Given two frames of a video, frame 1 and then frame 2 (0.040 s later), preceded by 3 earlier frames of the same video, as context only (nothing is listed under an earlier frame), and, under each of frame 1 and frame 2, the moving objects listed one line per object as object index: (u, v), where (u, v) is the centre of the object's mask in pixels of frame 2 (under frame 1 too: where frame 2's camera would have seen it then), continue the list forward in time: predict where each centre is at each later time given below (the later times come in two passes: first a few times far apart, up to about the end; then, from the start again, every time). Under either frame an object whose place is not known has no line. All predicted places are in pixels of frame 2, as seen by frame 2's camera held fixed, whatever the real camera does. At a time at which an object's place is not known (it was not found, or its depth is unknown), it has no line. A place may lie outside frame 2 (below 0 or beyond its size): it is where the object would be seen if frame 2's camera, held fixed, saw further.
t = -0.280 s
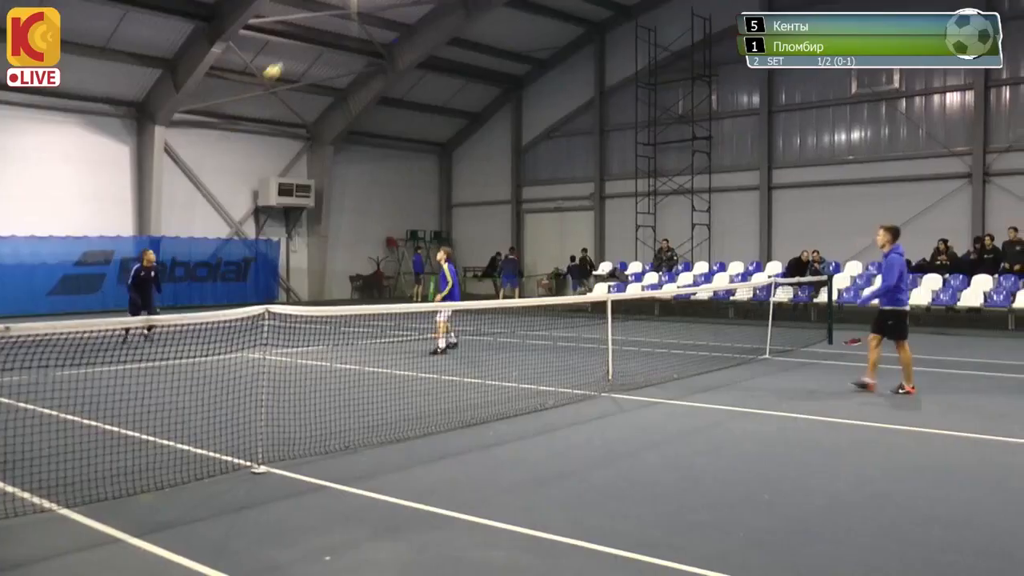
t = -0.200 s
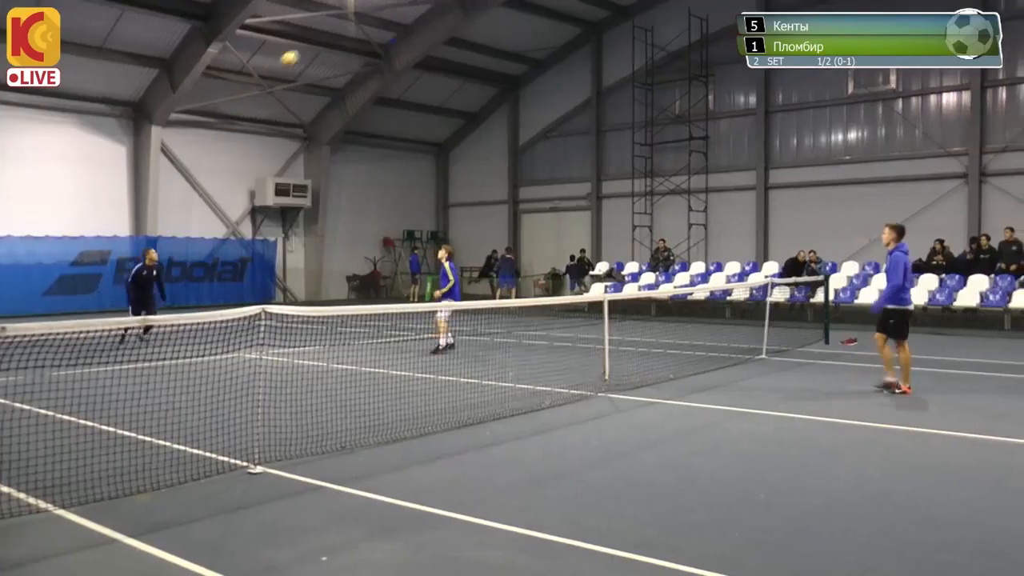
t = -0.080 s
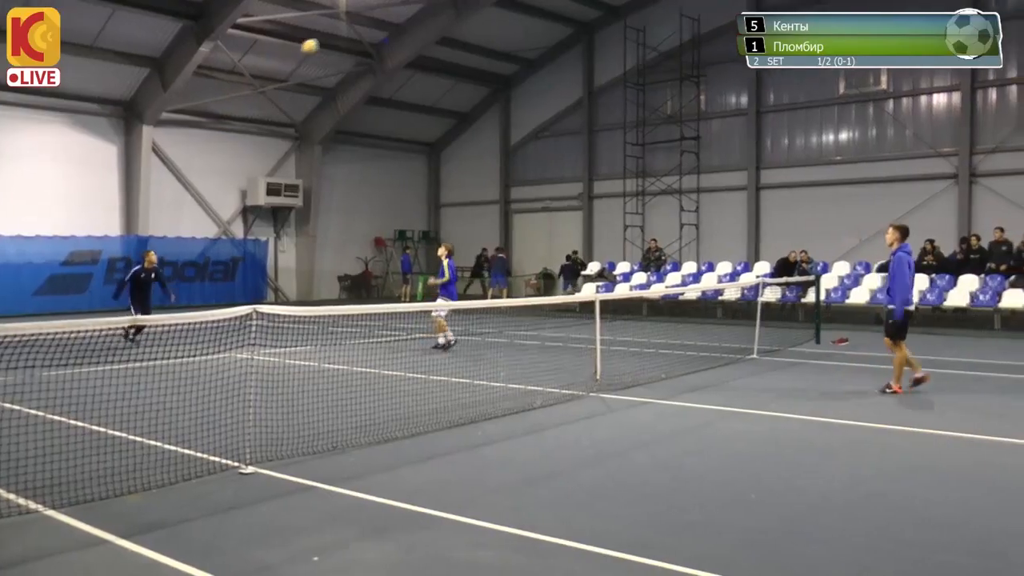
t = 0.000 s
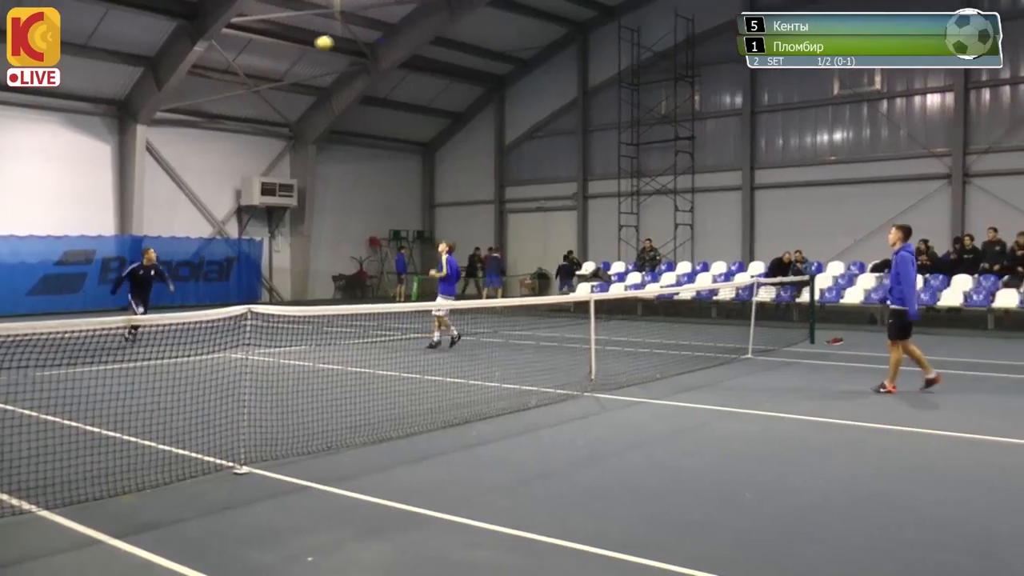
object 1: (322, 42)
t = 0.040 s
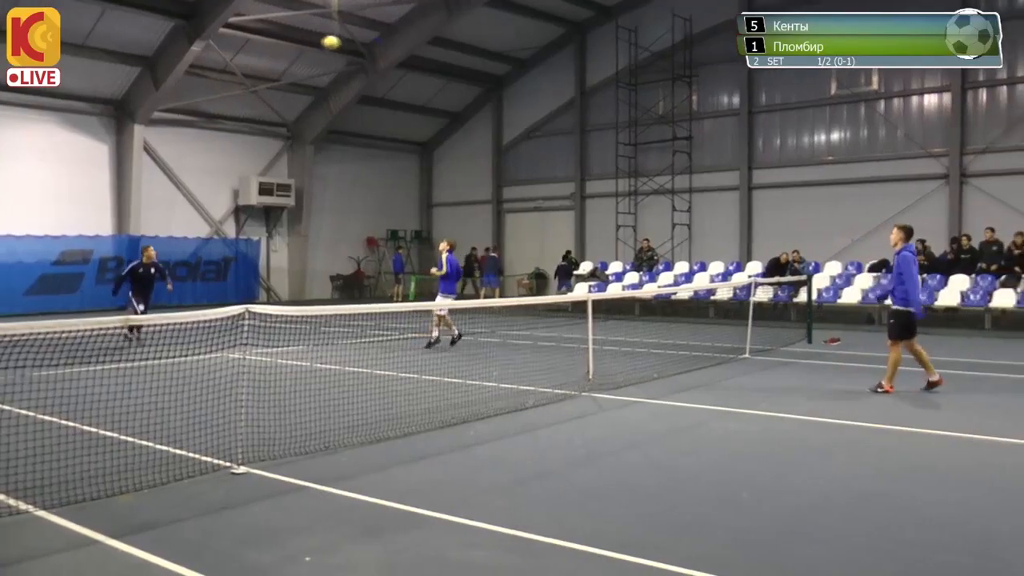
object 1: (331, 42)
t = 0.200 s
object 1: (368, 52)
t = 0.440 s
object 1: (423, 95)
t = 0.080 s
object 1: (340, 43)
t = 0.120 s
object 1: (349, 45)
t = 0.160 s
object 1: (358, 48)
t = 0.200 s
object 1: (368, 52)
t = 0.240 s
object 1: (377, 57)
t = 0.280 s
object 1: (386, 62)
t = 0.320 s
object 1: (395, 69)
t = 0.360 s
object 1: (404, 77)
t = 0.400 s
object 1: (413, 86)
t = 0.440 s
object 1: (423, 95)
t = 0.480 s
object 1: (432, 106)
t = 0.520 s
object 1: (441, 117)
